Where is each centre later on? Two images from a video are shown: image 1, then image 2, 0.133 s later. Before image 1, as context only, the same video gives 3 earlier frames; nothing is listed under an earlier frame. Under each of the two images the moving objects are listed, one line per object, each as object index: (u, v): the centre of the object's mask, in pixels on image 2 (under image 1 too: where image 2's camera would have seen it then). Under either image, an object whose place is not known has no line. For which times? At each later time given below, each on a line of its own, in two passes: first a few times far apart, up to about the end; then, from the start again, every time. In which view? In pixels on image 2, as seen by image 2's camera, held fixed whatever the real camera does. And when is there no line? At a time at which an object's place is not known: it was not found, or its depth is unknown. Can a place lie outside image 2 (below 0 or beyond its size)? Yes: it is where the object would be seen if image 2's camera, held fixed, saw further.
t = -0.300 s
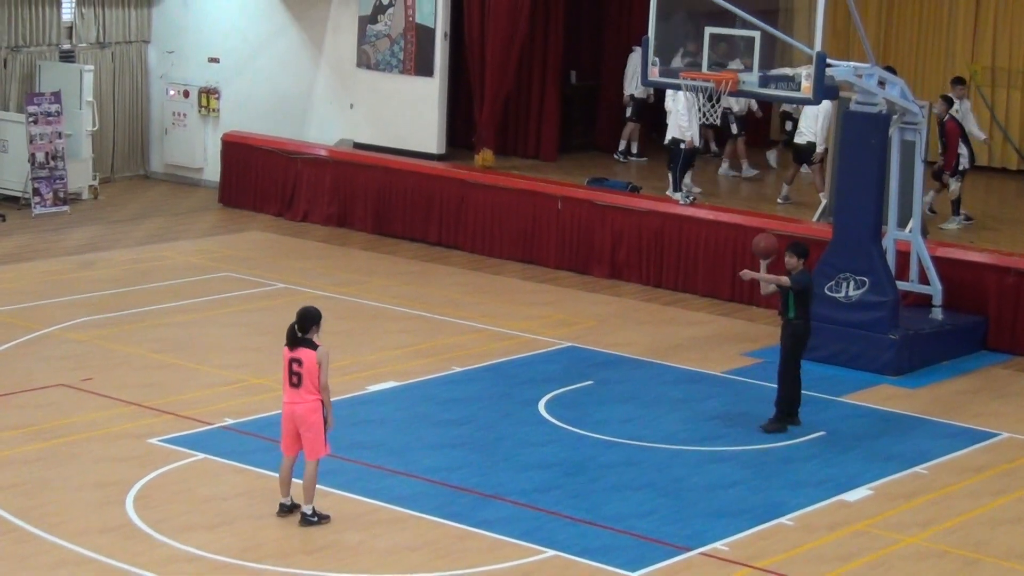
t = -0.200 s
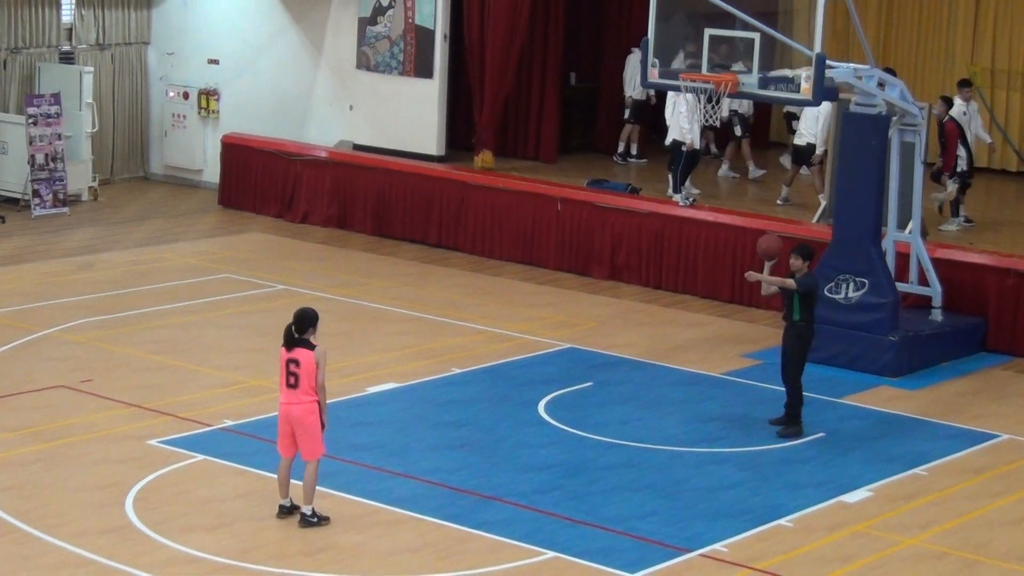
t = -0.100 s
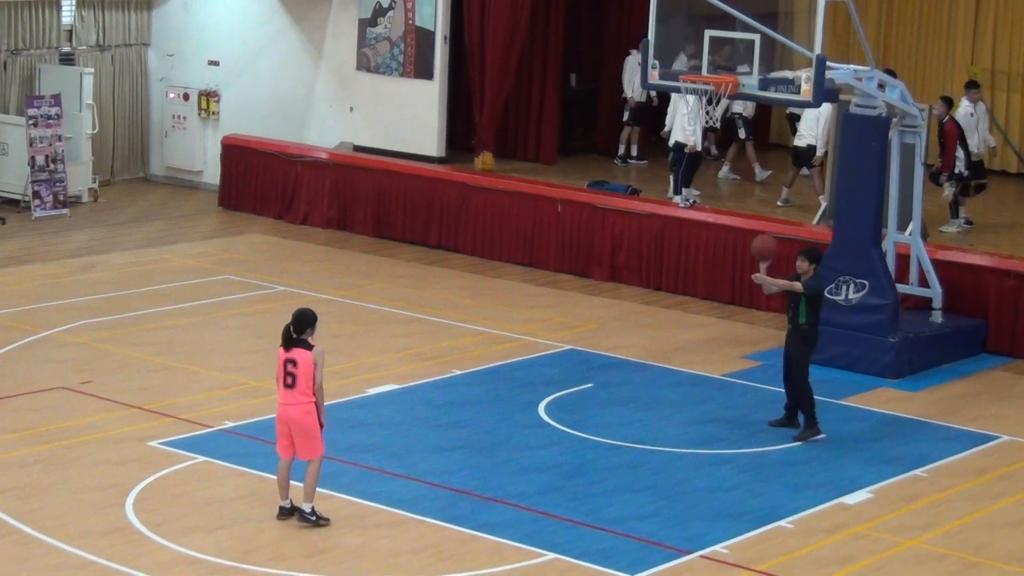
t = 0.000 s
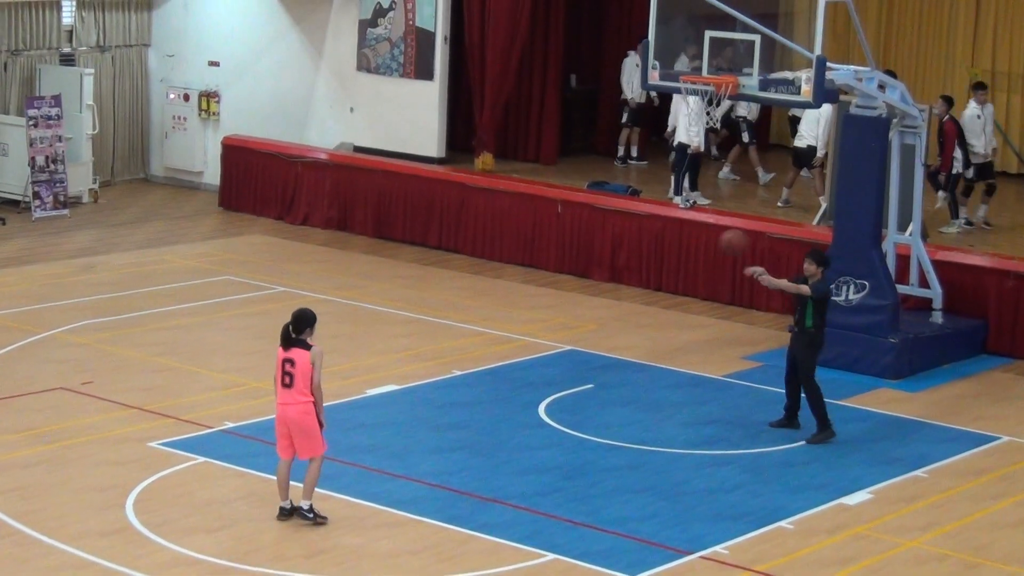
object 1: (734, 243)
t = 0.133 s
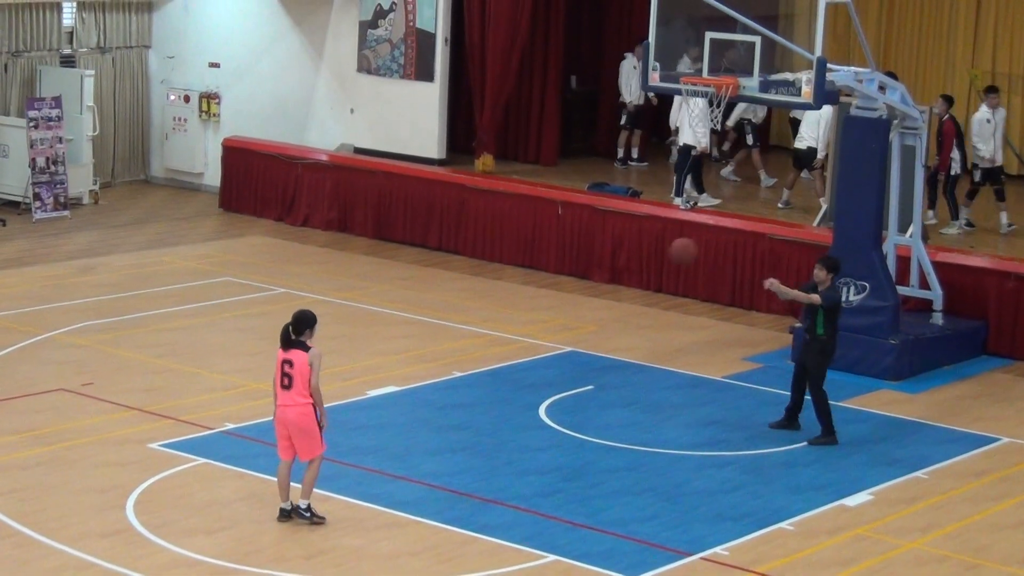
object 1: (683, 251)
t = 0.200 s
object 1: (657, 262)
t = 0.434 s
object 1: (559, 348)
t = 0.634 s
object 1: (467, 481)
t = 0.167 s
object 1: (670, 256)
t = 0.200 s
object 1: (657, 262)
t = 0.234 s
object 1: (644, 270)
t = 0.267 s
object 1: (630, 279)
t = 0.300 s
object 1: (617, 290)
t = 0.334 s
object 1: (602, 302)
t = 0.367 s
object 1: (588, 316)
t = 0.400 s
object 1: (573, 332)
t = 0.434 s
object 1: (559, 348)
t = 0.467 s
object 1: (543, 367)
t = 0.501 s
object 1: (528, 386)
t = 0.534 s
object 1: (514, 407)
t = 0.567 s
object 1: (498, 430)
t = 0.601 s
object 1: (483, 454)
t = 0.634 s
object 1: (467, 481)
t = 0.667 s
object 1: (460, 468)
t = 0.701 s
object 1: (455, 452)
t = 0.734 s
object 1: (449, 437)
